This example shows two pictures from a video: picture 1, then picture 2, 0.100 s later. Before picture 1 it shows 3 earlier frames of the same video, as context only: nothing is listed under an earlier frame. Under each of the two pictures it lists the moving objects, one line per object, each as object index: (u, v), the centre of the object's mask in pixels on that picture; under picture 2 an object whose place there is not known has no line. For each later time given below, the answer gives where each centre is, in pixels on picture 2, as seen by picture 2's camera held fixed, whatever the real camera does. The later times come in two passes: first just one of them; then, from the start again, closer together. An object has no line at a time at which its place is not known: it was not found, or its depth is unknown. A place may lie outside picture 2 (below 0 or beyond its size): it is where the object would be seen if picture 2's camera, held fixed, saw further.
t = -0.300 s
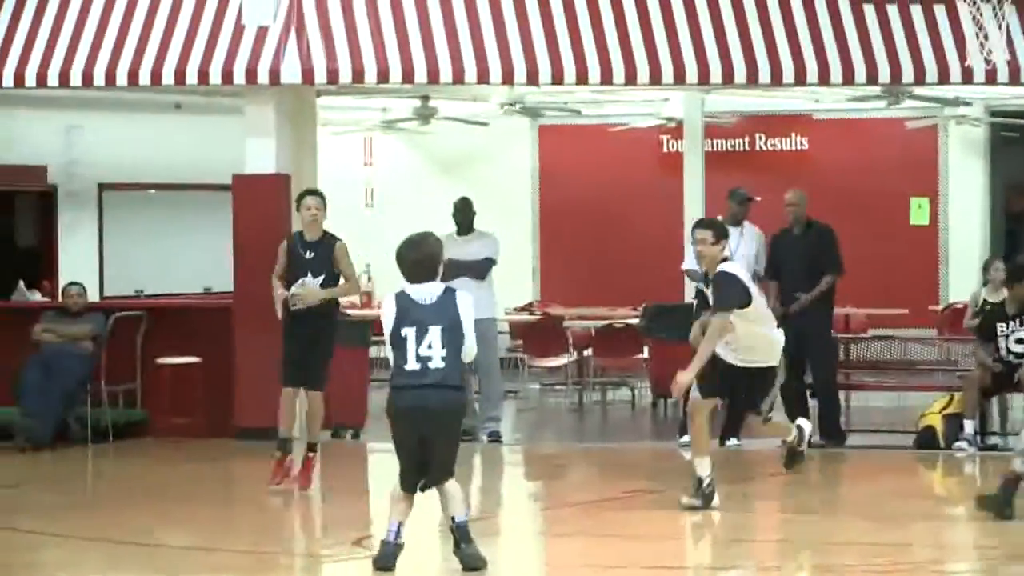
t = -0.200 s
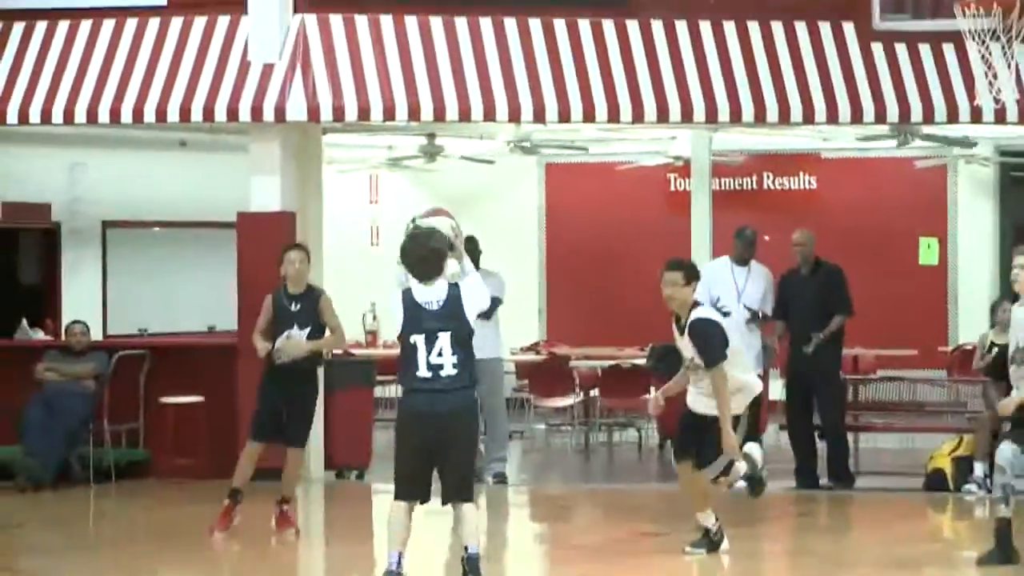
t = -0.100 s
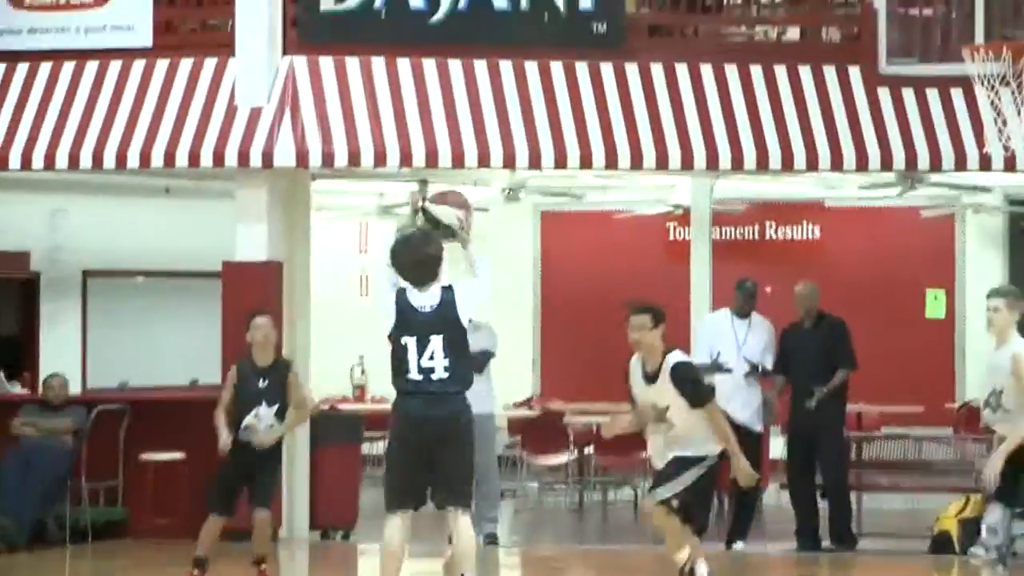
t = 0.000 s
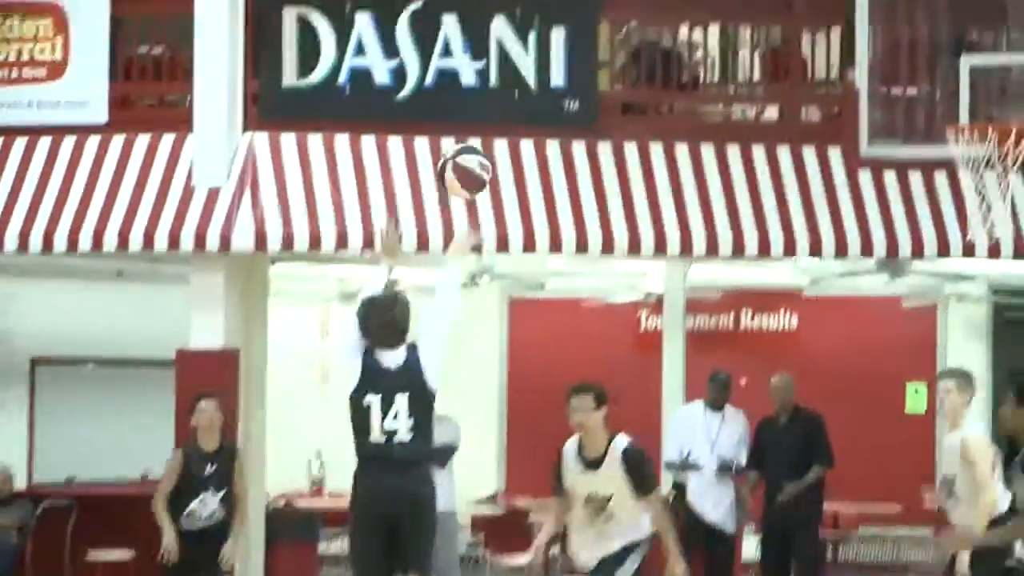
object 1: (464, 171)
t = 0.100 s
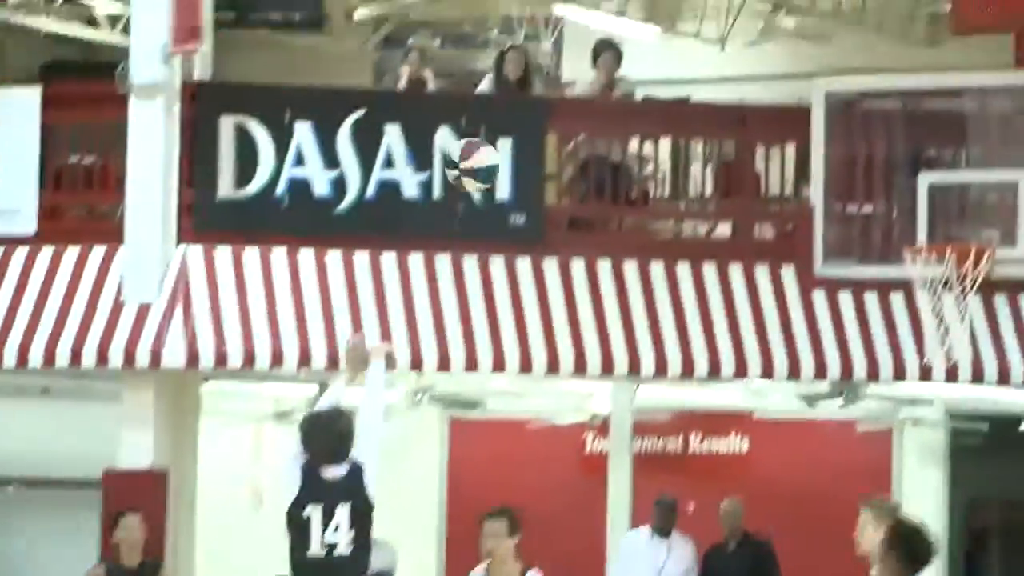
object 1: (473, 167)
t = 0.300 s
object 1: (596, 7)
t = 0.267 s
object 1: (576, 25)
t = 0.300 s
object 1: (596, 7)
